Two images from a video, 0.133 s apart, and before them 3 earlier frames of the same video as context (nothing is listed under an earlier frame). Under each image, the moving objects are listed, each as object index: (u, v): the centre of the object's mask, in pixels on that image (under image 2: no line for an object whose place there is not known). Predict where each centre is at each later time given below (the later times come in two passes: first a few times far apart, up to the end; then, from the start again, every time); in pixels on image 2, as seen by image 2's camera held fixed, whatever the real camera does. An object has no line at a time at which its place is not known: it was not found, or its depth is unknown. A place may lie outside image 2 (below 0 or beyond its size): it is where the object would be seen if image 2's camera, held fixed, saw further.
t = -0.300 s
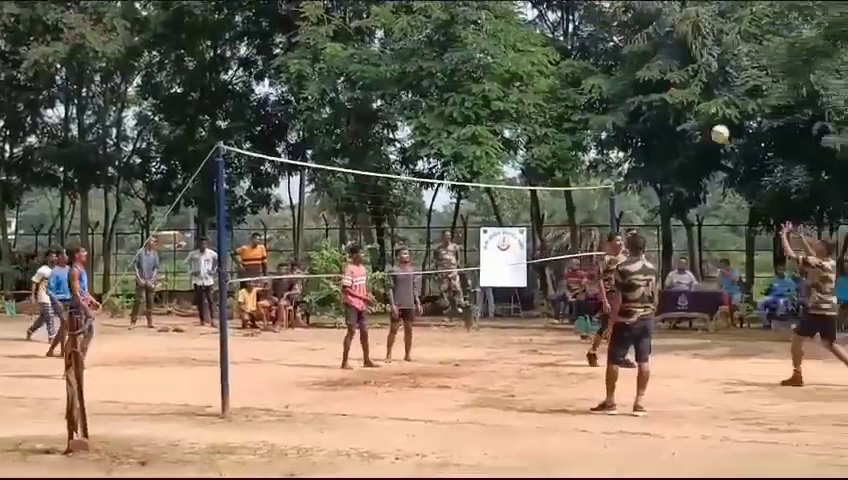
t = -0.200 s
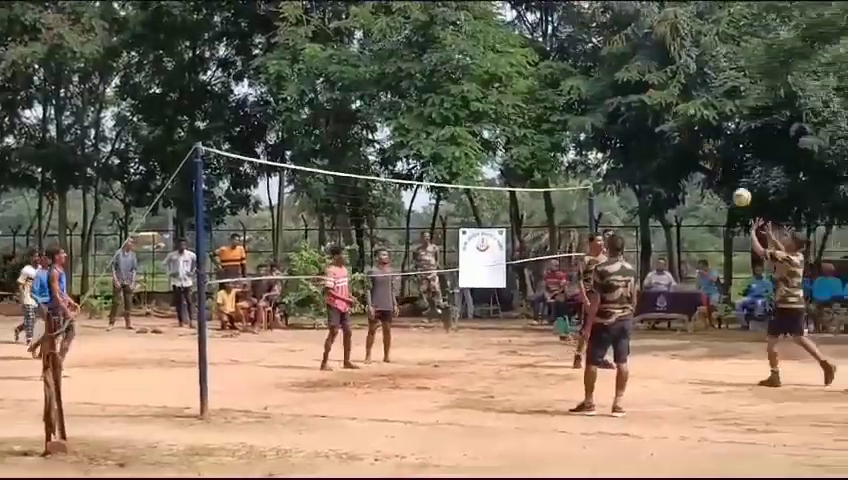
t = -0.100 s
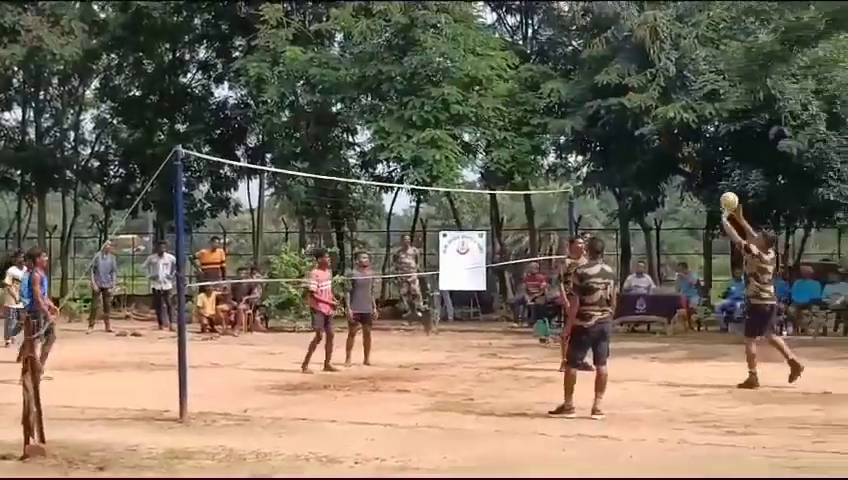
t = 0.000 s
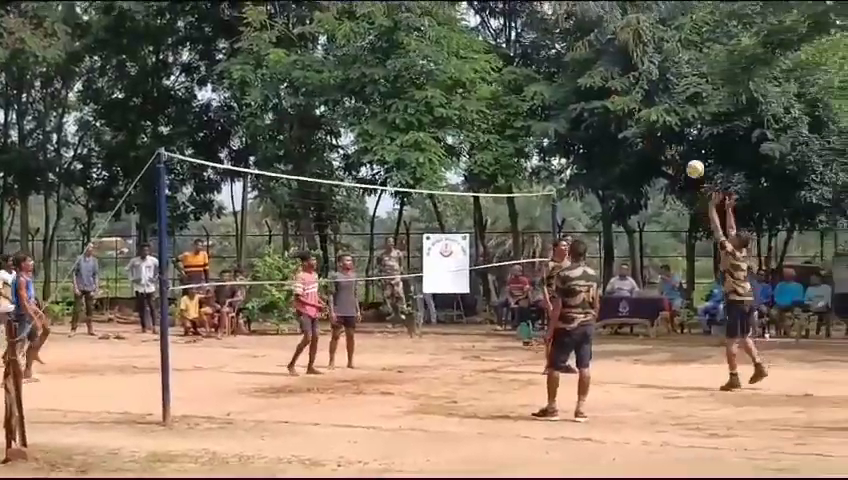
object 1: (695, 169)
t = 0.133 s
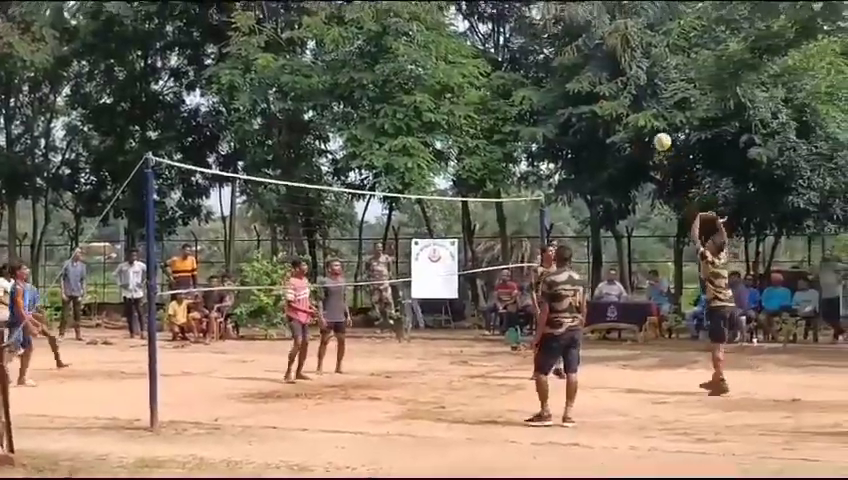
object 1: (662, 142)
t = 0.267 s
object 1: (642, 124)
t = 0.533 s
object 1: (603, 130)
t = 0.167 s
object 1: (657, 135)
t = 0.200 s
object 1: (652, 131)
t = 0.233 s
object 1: (647, 127)
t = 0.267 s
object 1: (642, 124)
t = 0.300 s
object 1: (637, 122)
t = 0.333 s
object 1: (632, 121)
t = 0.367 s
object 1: (627, 120)
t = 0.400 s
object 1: (622, 120)
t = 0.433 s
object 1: (617, 122)
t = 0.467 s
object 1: (612, 124)
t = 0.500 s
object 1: (607, 126)
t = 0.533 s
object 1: (603, 130)
